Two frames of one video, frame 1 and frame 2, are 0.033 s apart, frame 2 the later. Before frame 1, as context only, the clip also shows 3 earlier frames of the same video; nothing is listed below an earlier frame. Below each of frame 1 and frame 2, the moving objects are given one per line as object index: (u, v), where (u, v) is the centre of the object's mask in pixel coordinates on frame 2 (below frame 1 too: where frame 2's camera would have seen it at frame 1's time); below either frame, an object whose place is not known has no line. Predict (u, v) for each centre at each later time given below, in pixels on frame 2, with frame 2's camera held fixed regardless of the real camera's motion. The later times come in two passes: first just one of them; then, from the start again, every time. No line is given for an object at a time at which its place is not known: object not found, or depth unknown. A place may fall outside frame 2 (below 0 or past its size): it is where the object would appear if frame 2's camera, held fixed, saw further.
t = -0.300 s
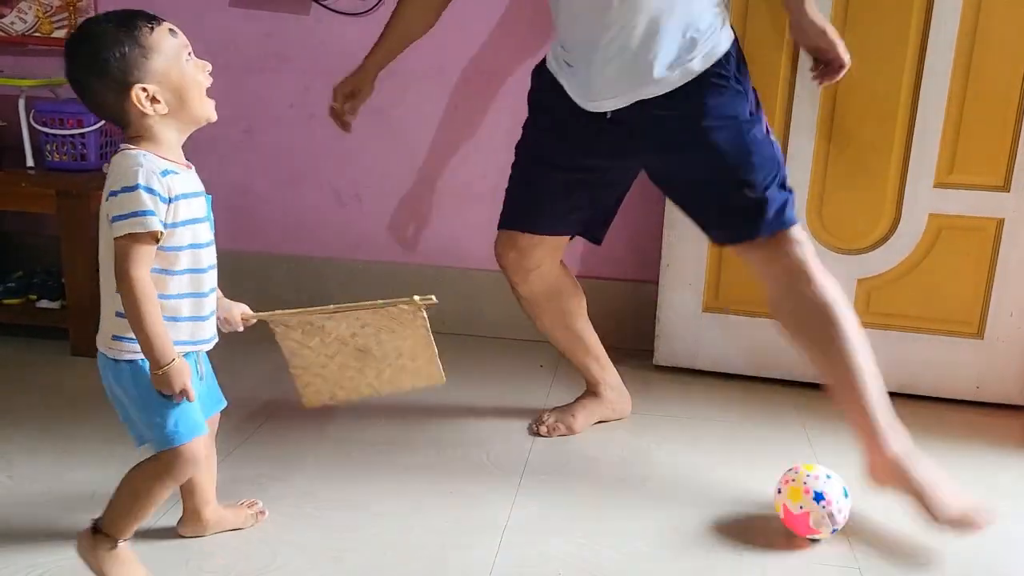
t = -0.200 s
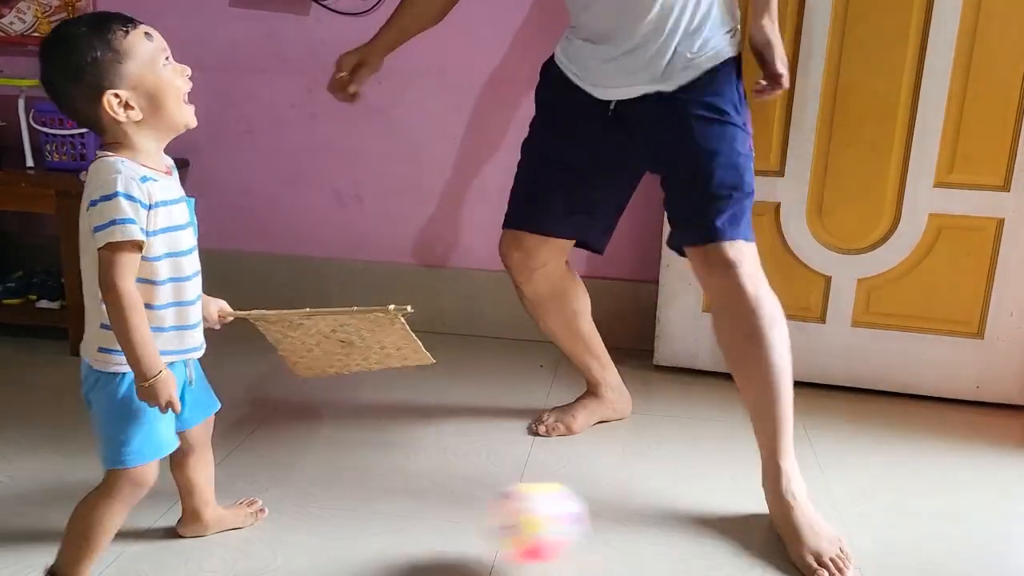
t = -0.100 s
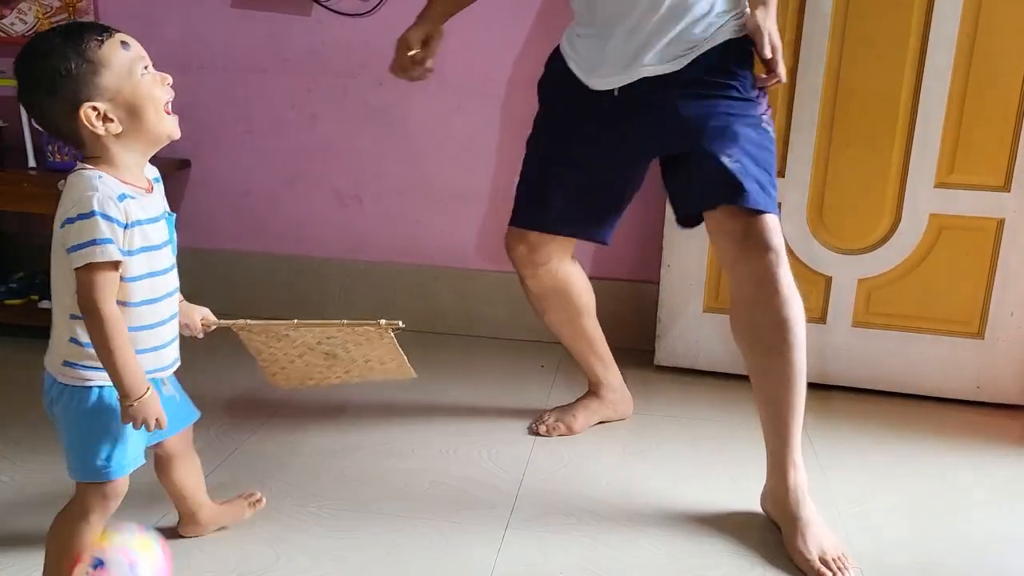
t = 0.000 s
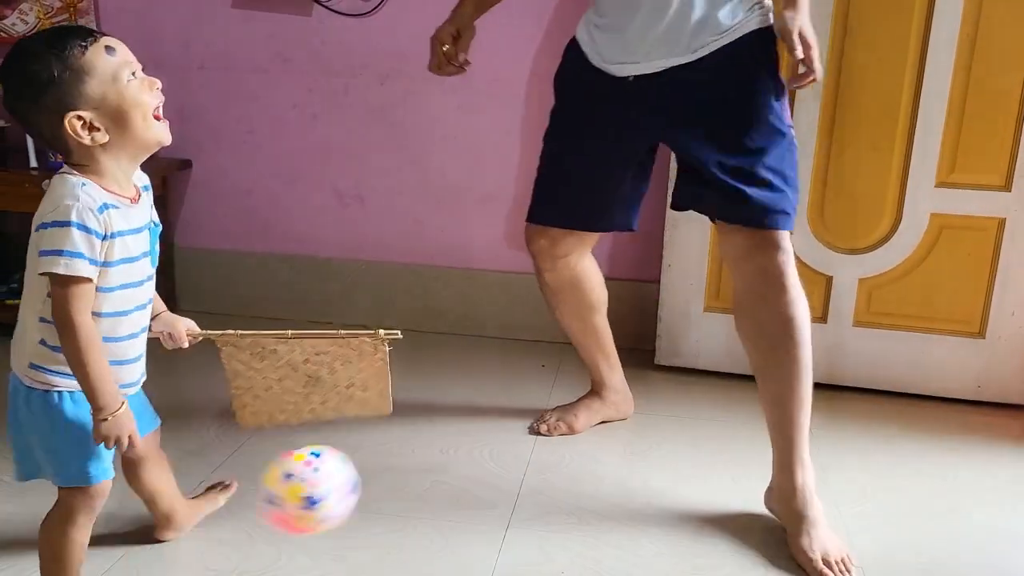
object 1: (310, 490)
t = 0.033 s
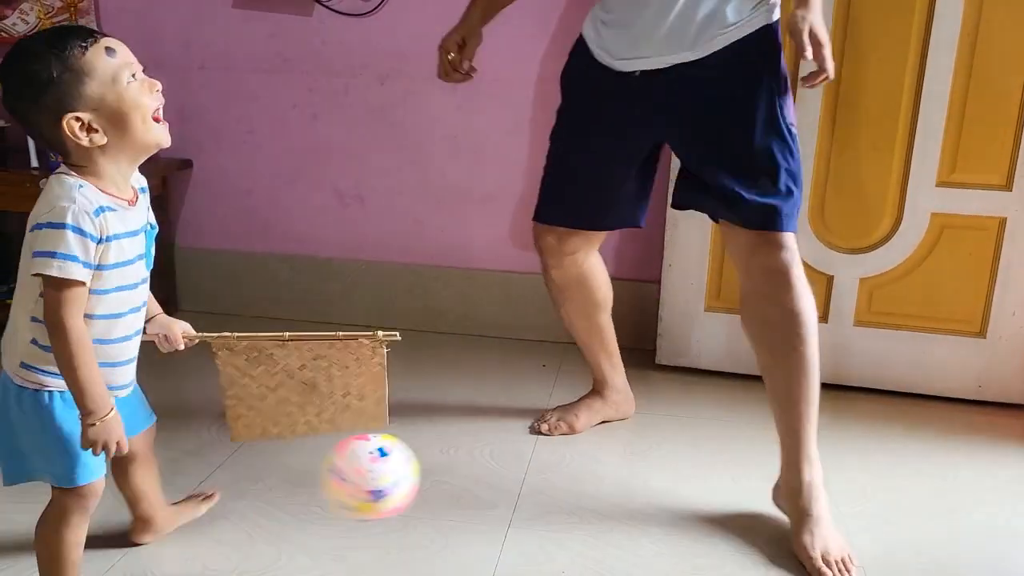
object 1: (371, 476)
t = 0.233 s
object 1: (697, 532)
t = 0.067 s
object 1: (431, 472)
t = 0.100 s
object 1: (490, 472)
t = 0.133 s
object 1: (545, 478)
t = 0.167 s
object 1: (598, 490)
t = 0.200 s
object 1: (648, 507)
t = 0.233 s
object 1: (697, 532)
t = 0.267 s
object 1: (728, 511)
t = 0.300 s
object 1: (756, 490)
